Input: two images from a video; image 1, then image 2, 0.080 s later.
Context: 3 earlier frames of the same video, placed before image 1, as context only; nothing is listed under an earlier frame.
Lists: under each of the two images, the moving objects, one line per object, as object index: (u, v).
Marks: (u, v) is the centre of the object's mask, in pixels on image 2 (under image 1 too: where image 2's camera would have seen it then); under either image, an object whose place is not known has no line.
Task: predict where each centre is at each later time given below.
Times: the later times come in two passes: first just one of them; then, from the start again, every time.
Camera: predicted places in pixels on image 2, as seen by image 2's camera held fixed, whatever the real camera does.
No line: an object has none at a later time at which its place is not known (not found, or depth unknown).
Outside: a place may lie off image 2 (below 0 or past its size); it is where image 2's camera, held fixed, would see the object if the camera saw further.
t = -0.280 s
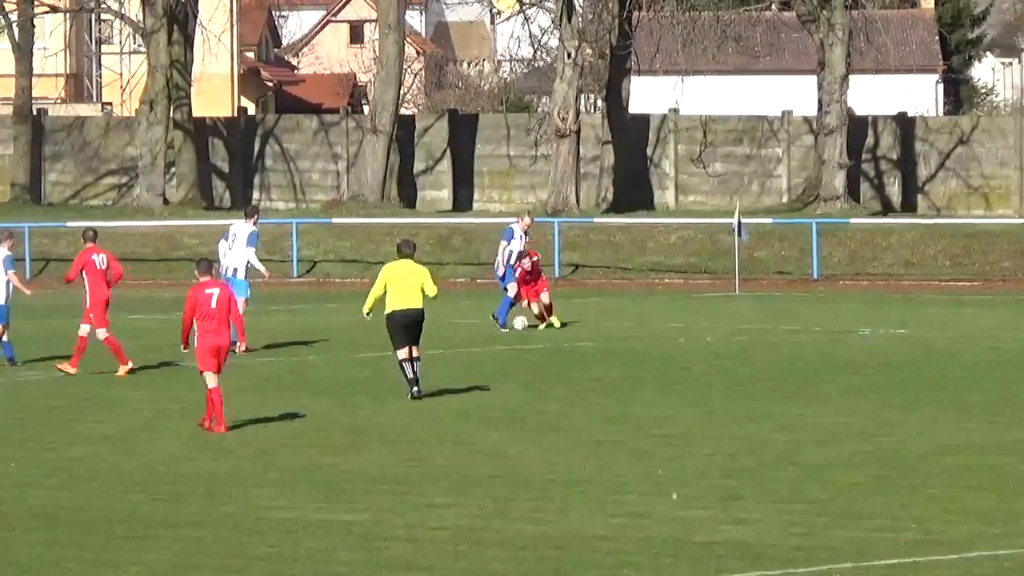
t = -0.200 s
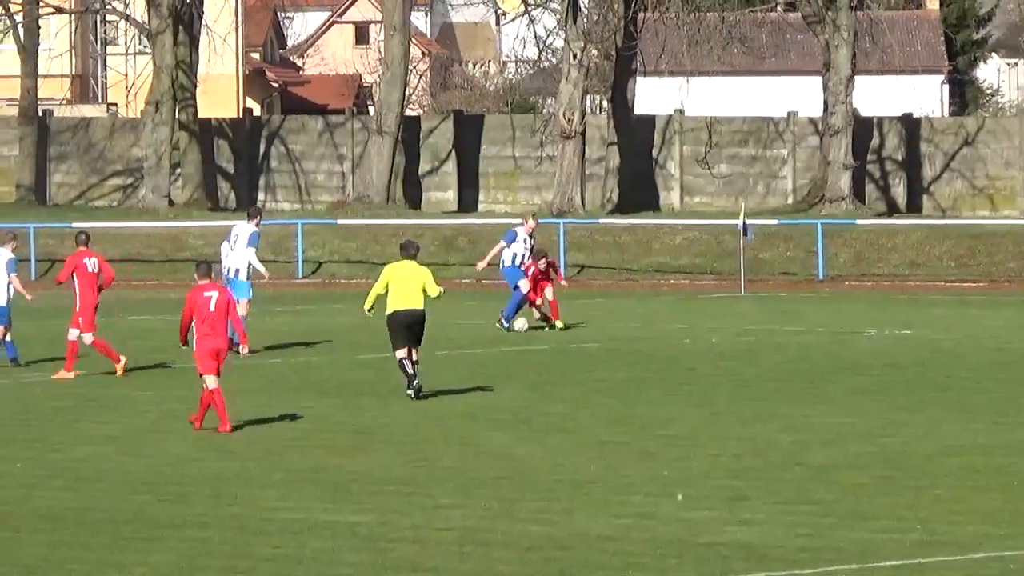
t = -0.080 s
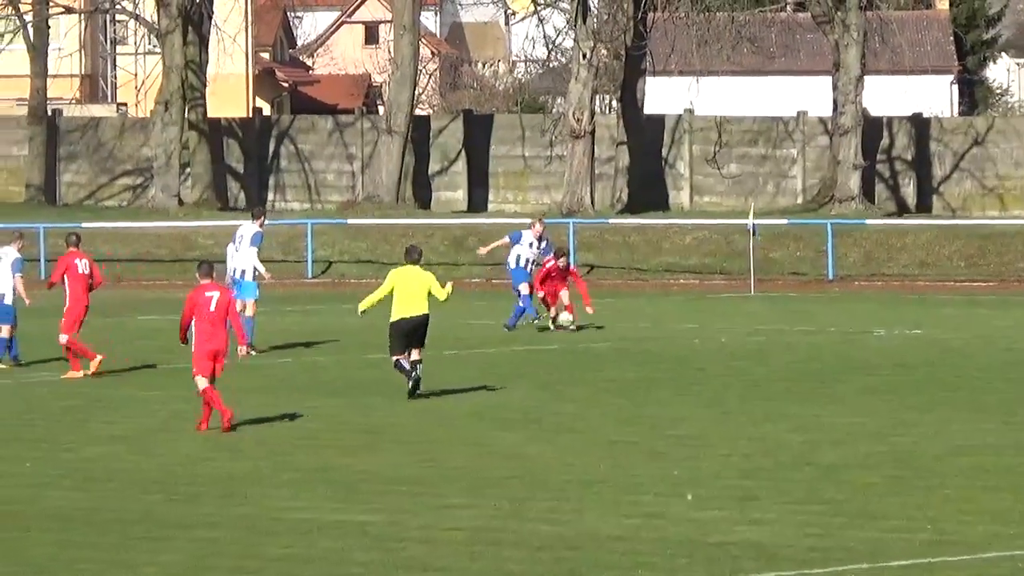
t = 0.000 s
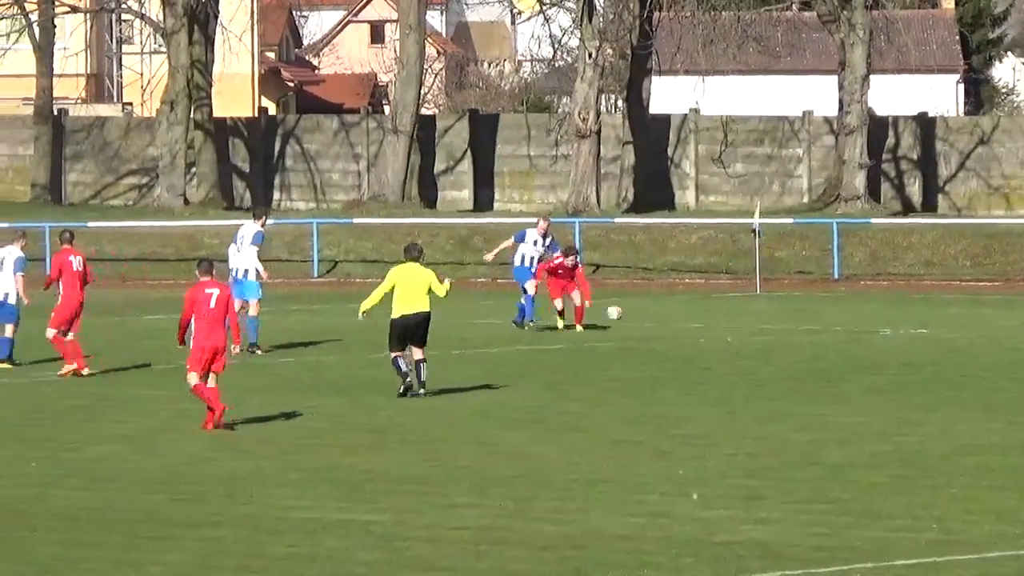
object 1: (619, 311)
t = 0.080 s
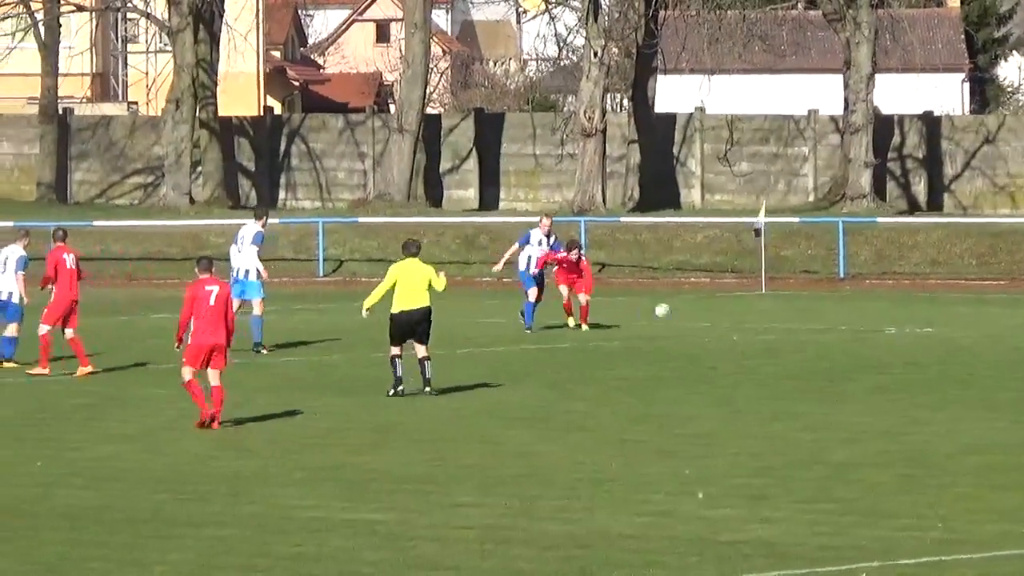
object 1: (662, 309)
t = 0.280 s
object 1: (772, 326)
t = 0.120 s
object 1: (686, 311)
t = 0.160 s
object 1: (708, 313)
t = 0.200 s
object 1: (730, 317)
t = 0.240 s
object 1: (750, 322)
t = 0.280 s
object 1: (772, 326)
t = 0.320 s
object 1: (788, 322)
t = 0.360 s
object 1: (806, 319)
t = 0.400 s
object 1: (821, 318)
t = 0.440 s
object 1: (835, 322)
